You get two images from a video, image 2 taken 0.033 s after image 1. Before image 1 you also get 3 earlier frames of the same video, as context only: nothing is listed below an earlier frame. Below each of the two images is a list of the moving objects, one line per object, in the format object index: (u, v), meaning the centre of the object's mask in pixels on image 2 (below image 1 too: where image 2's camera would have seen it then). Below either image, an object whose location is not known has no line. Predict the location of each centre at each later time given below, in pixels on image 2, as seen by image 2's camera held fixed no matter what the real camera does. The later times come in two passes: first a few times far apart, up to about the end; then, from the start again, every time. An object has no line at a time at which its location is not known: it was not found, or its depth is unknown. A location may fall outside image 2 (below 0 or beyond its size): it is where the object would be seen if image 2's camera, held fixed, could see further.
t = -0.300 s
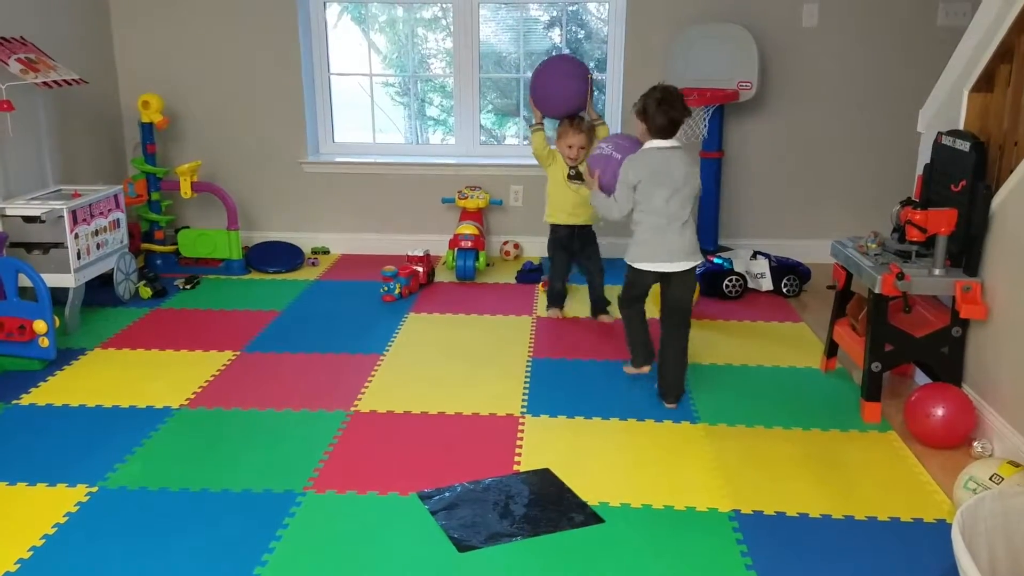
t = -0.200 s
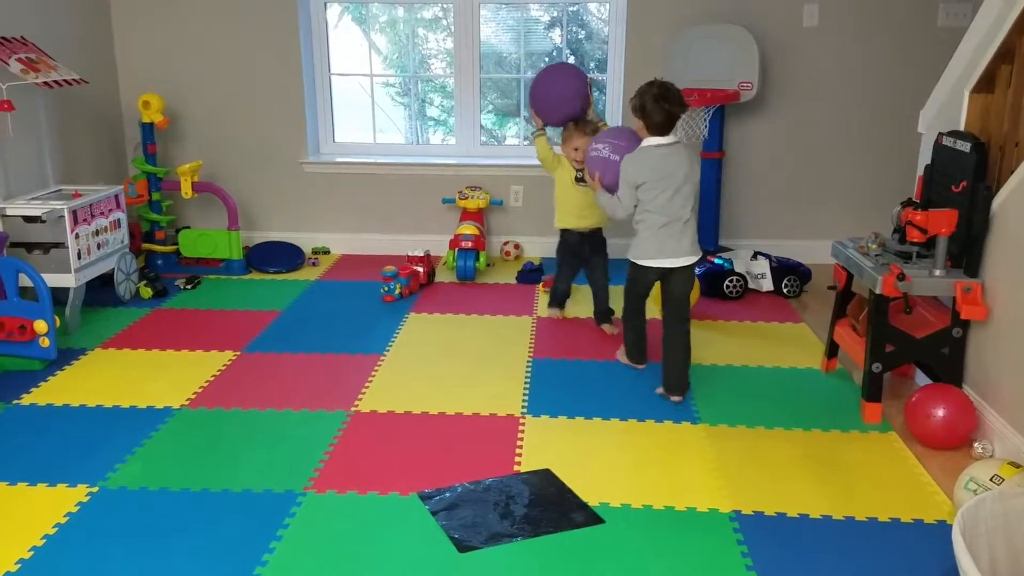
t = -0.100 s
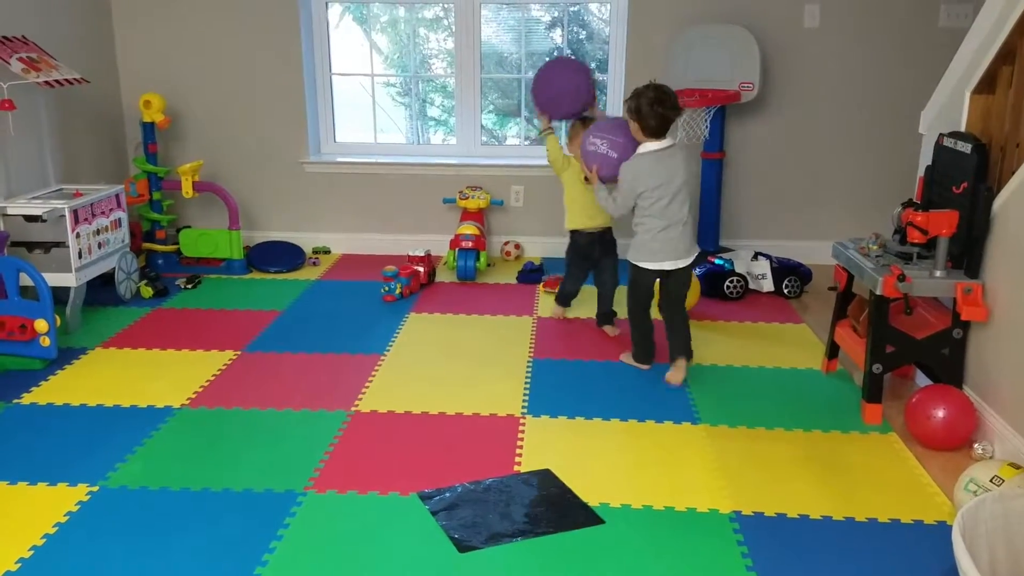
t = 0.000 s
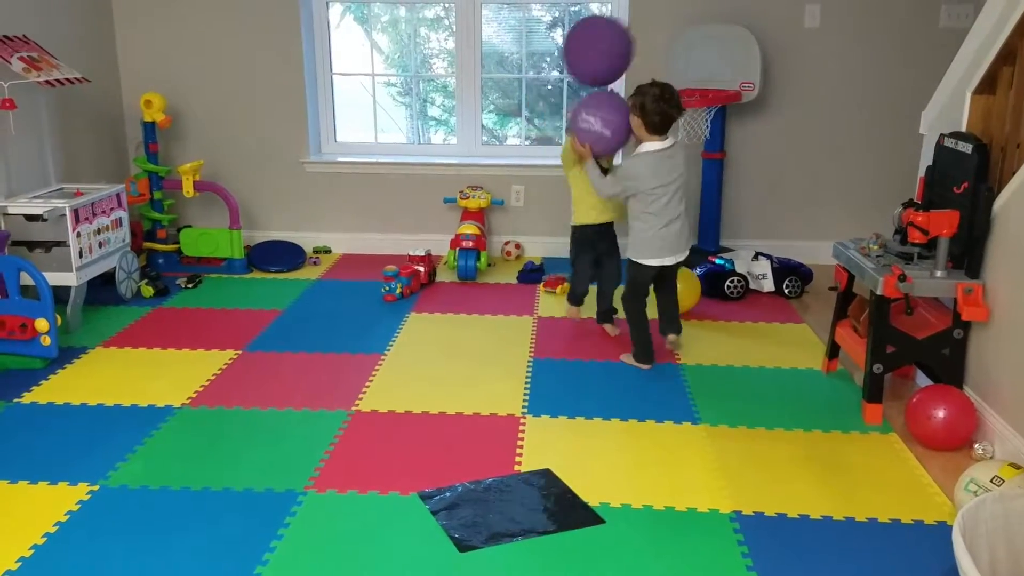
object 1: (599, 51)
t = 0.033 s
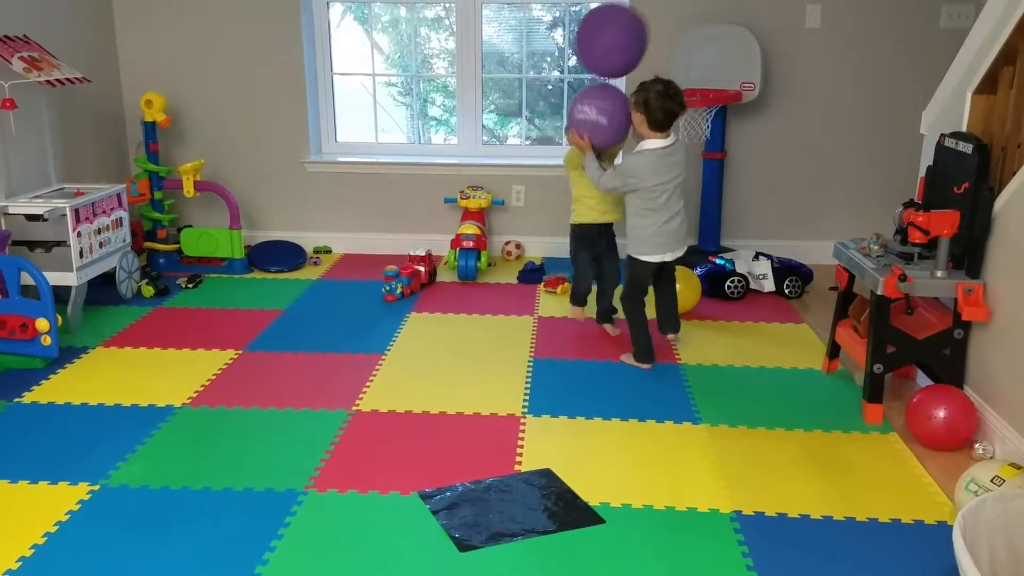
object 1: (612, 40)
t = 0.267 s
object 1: (715, 27)
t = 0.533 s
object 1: (832, 132)
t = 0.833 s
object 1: (929, 467)
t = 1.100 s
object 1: (694, 365)
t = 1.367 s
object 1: (522, 386)
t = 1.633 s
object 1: (423, 410)
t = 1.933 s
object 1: (351, 359)
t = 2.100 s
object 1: (321, 387)
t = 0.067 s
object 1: (625, 34)
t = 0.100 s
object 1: (639, 30)
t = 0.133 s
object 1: (653, 28)
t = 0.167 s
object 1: (668, 27)
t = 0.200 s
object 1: (684, 26)
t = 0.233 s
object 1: (700, 26)
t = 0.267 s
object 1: (715, 27)
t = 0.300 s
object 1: (730, 30)
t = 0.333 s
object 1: (746, 33)
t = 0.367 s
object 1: (761, 40)
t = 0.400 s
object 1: (776, 48)
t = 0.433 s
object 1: (790, 62)
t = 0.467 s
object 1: (804, 81)
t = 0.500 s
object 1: (818, 105)
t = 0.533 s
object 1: (832, 132)
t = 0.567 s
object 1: (845, 161)
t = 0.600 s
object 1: (858, 193)
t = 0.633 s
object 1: (869, 229)
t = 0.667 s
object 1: (881, 267)
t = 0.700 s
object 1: (893, 305)
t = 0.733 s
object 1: (901, 344)
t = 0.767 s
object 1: (913, 386)
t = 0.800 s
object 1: (921, 426)
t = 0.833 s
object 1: (929, 467)
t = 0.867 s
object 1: (899, 452)
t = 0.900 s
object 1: (866, 434)
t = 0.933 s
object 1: (835, 418)
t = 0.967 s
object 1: (804, 404)
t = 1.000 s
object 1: (775, 391)
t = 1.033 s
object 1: (747, 380)
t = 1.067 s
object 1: (720, 371)
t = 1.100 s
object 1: (694, 365)
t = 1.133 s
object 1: (669, 361)
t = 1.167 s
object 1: (645, 359)
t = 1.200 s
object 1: (622, 358)
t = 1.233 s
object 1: (600, 360)
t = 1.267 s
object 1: (579, 363)
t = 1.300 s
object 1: (560, 369)
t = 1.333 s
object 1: (541, 376)
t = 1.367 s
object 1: (522, 386)
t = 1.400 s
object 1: (505, 397)
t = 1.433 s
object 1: (490, 410)
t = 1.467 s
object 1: (475, 425)
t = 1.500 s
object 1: (461, 440)
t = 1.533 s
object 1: (450, 456)
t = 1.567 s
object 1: (441, 443)
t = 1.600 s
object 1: (432, 425)
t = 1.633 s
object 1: (423, 410)
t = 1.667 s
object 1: (413, 397)
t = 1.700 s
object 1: (405, 386)
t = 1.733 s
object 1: (397, 377)
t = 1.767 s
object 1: (389, 370)
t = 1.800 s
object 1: (381, 364)
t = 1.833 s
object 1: (373, 361)
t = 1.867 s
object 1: (366, 358)
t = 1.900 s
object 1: (358, 358)
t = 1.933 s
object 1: (351, 359)
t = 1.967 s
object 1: (344, 361)
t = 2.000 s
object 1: (338, 365)
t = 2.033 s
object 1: (332, 371)
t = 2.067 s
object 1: (326, 378)
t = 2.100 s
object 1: (321, 387)
